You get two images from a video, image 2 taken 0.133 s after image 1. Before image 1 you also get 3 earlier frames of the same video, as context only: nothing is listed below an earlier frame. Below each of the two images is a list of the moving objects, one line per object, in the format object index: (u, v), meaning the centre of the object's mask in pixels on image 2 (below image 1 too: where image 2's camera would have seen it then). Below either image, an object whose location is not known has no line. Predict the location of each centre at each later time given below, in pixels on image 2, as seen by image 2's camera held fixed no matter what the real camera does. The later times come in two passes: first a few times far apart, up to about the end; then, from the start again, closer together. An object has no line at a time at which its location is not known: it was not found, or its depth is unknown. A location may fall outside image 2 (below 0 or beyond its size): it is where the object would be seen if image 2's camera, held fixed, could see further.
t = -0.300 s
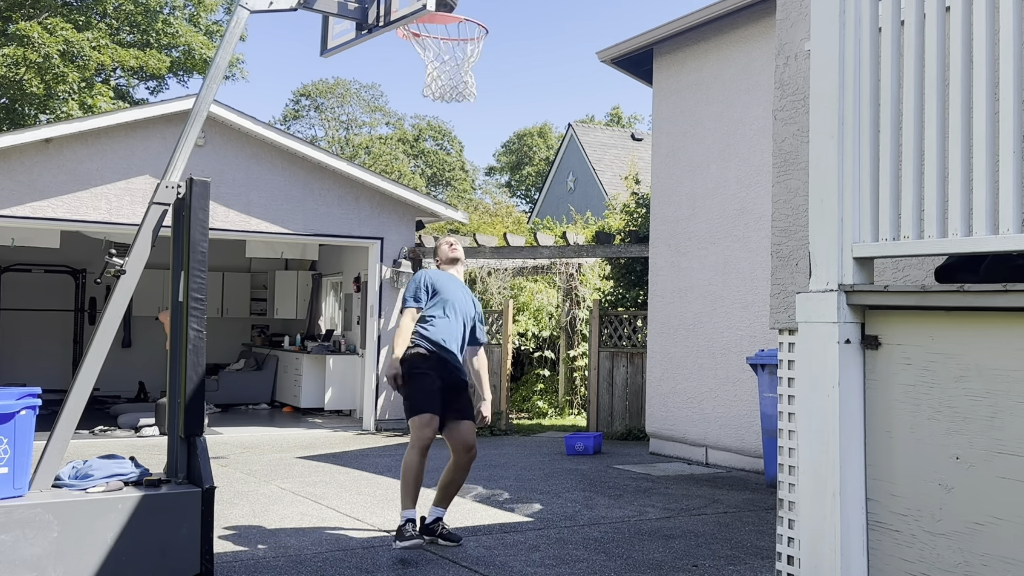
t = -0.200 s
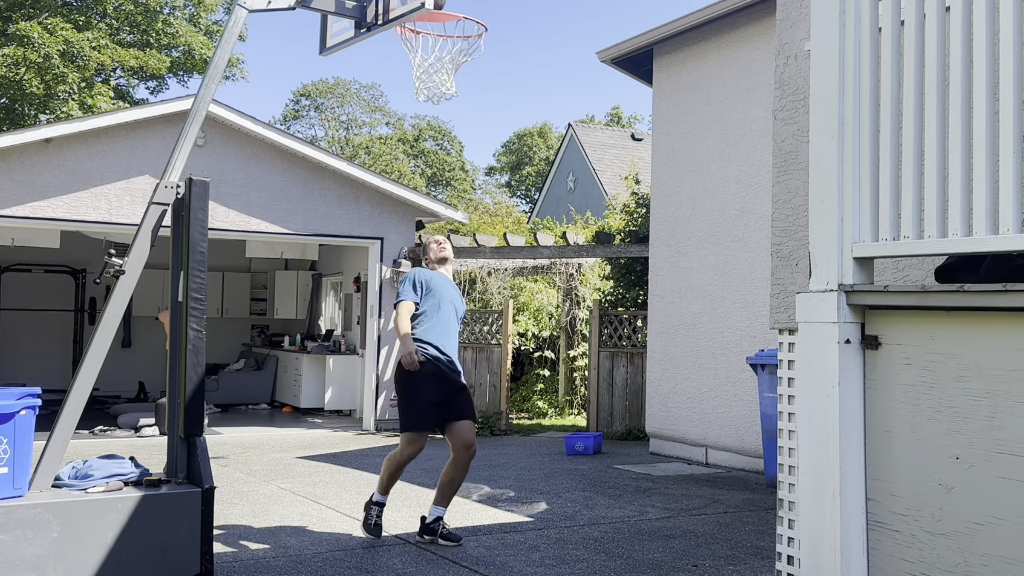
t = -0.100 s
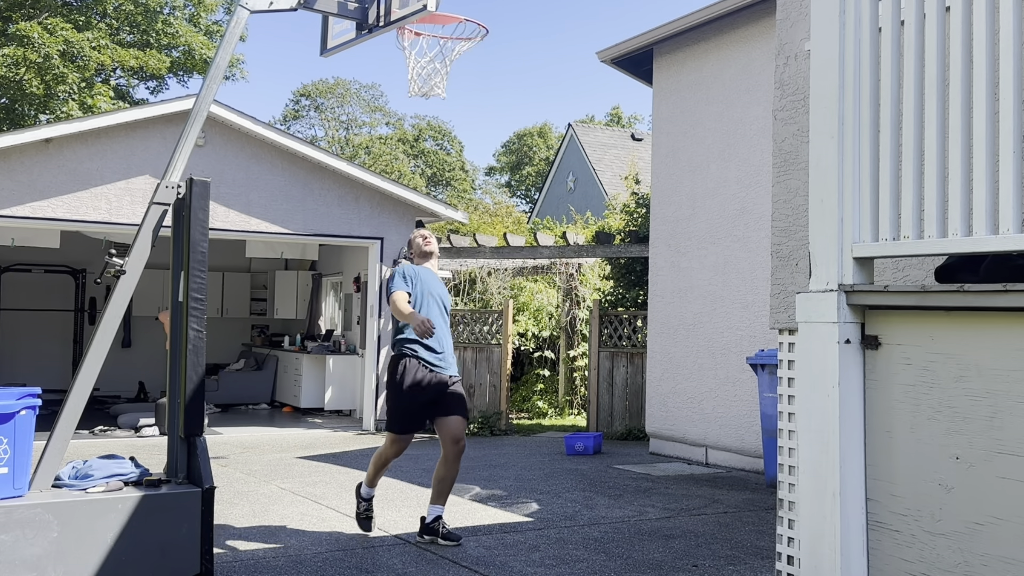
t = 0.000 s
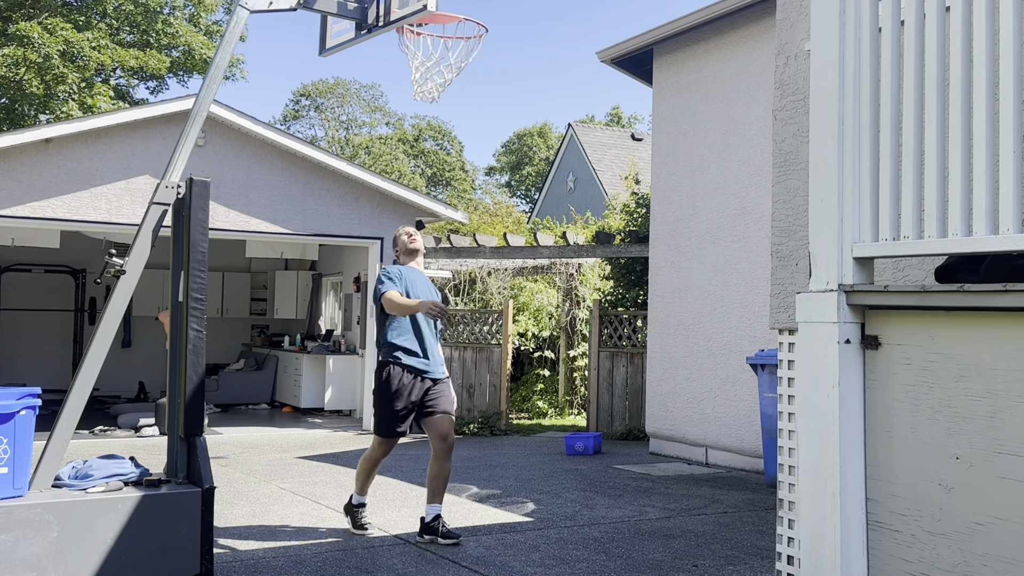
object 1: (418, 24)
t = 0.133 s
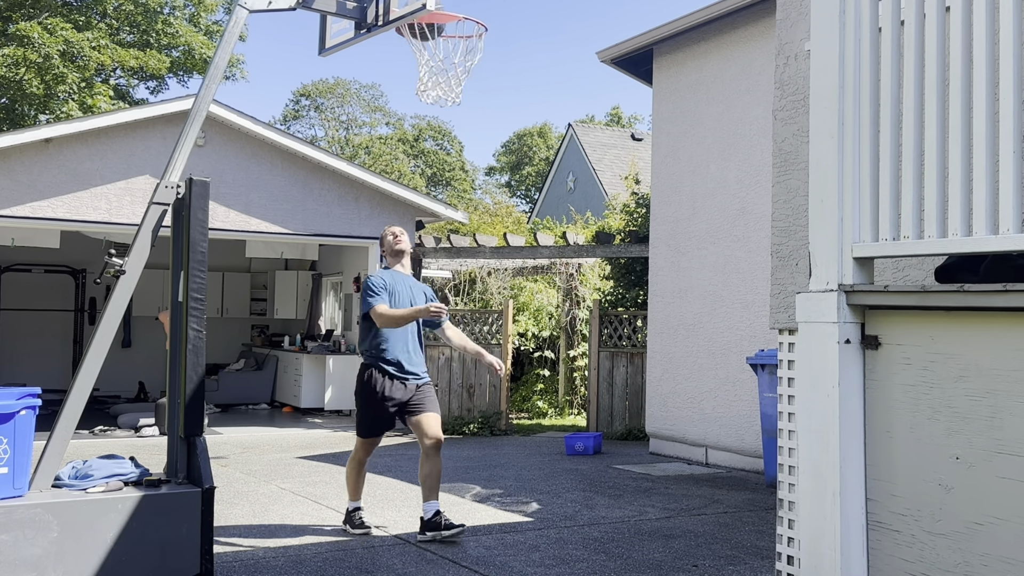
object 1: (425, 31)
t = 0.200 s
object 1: (431, 37)
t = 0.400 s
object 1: (458, 70)
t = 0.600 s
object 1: (458, 94)
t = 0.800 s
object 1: (430, 129)
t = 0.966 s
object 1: (405, 228)
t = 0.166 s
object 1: (428, 34)
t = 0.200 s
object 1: (431, 37)
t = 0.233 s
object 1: (436, 40)
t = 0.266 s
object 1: (440, 46)
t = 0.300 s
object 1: (444, 56)
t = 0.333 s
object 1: (450, 62)
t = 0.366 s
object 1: (455, 65)
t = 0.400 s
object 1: (458, 70)
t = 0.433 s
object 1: (462, 73)
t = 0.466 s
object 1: (464, 73)
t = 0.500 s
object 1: (464, 91)
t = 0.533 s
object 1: (461, 75)
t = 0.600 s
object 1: (458, 94)
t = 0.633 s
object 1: (454, 95)
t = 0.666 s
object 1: (449, 96)
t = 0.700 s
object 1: (444, 100)
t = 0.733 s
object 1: (440, 106)
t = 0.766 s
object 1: (435, 116)
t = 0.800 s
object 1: (430, 129)
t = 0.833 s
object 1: (426, 144)
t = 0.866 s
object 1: (421, 162)
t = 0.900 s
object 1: (415, 181)
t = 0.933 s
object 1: (410, 204)
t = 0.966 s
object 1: (405, 228)
